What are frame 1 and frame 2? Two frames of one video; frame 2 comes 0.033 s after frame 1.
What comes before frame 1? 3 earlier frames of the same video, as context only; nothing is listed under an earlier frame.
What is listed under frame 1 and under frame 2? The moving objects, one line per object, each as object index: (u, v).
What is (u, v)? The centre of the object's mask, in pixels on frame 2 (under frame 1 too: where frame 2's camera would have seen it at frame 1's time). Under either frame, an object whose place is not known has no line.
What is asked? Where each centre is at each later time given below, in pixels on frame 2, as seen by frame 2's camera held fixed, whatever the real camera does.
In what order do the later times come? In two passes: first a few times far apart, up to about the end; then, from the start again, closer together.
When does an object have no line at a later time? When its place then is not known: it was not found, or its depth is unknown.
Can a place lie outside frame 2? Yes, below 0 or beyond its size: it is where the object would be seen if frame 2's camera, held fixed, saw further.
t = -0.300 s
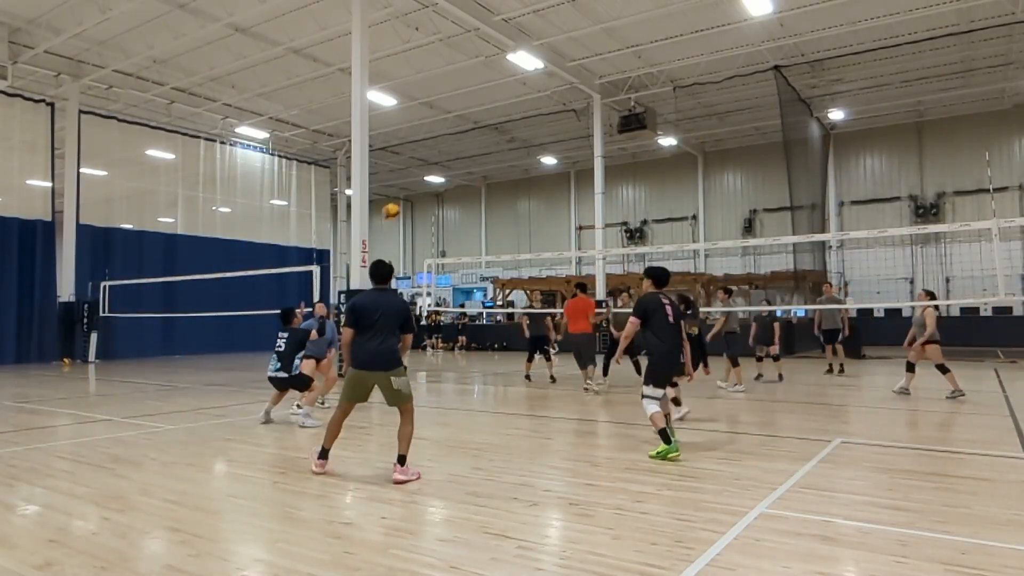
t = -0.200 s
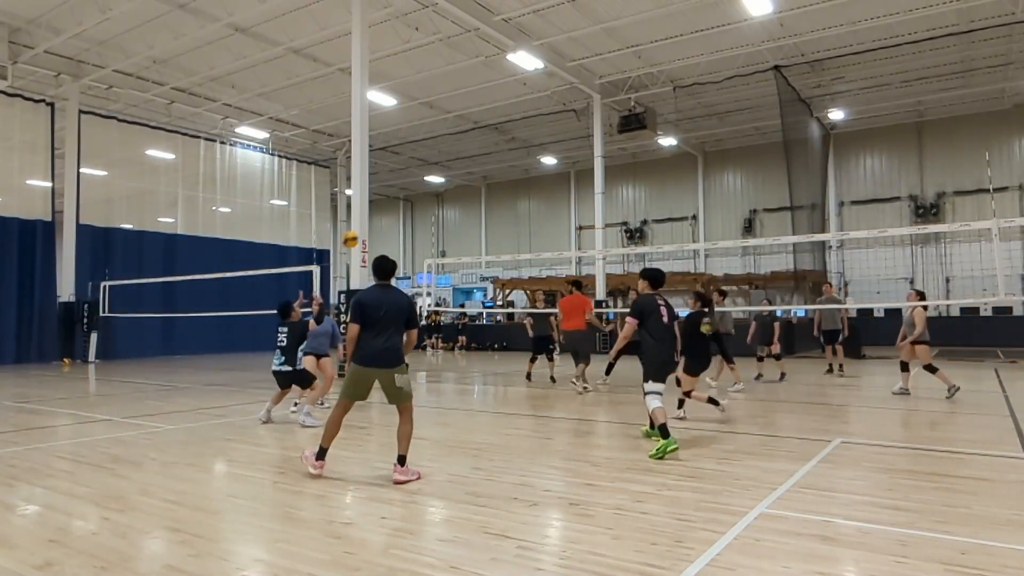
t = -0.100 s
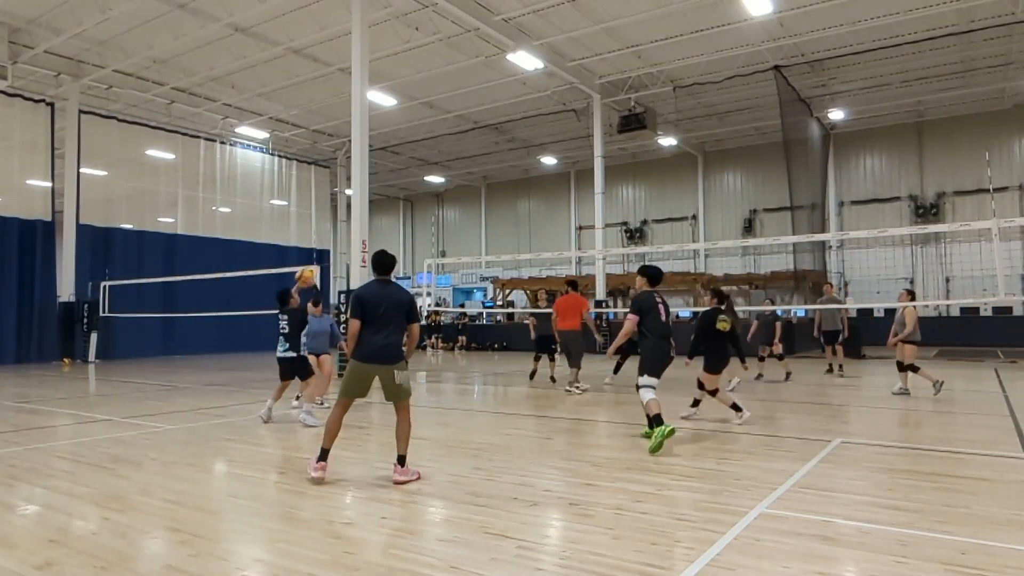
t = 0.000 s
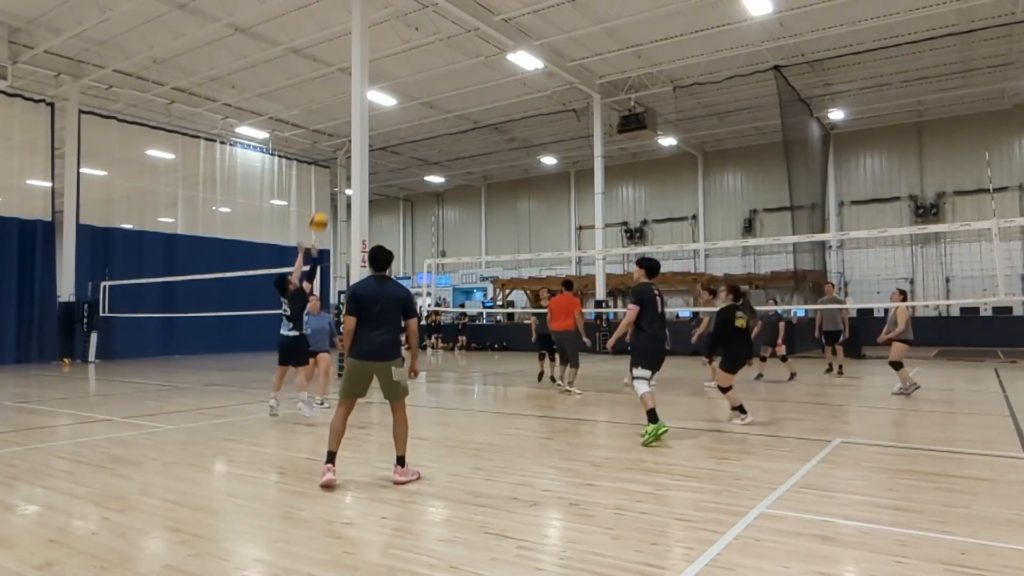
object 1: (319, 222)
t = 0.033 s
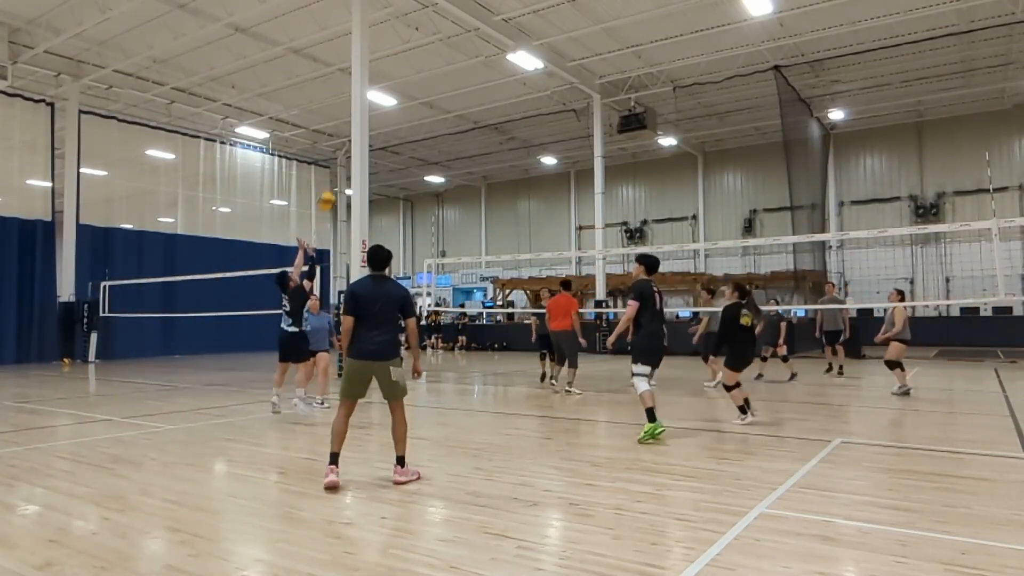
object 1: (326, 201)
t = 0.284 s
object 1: (386, 82)
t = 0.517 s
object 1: (435, 24)
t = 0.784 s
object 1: (489, 10)
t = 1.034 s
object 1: (533, 46)
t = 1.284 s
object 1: (576, 124)
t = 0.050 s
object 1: (331, 191)
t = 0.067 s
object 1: (335, 181)
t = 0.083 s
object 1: (339, 171)
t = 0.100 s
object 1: (342, 162)
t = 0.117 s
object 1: (347, 154)
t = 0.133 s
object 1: (350, 146)
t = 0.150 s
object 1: (355, 137)
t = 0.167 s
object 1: (359, 129)
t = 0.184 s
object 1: (364, 122)
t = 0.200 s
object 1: (367, 115)
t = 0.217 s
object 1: (371, 109)
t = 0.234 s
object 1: (375, 101)
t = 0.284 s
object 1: (386, 82)
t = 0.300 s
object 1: (390, 77)
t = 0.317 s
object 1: (394, 71)
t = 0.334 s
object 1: (397, 66)
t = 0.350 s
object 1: (401, 60)
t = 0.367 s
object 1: (404, 56)
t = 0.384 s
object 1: (407, 50)
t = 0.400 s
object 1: (411, 46)
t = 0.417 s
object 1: (414, 42)
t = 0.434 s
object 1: (418, 38)
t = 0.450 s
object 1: (422, 35)
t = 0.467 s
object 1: (425, 32)
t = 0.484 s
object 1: (428, 29)
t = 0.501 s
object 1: (432, 26)
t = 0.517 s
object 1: (435, 24)
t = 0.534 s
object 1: (439, 21)
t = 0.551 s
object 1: (442, 19)
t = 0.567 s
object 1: (445, 17)
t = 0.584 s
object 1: (449, 16)
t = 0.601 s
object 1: (452, 13)
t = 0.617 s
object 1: (455, 12)
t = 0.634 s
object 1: (458, 11)
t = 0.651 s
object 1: (461, 10)
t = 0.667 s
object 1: (465, 9)
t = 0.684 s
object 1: (467, 8)
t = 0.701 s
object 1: (471, 8)
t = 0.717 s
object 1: (474, 8)
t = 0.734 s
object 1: (477, 8)
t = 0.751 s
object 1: (481, 8)
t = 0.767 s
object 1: (484, 8)
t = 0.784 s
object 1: (489, 10)
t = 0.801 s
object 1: (493, 11)
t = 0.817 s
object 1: (495, 12)
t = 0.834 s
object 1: (498, 14)
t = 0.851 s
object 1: (502, 16)
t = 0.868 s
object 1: (505, 18)
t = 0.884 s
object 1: (507, 20)
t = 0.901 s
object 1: (510, 22)
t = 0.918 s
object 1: (512, 24)
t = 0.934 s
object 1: (516, 27)
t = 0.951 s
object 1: (519, 30)
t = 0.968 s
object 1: (521, 33)
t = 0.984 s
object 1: (524, 37)
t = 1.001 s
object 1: (527, 40)
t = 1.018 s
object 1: (530, 43)
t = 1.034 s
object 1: (533, 46)
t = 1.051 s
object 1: (538, 50)
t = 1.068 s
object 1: (540, 53)
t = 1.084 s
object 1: (544, 60)
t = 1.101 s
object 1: (547, 65)
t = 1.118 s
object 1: (549, 69)
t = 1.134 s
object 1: (552, 74)
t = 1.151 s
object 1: (555, 79)
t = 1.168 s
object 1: (557, 84)
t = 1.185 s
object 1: (560, 89)
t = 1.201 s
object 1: (562, 94)
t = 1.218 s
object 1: (565, 100)
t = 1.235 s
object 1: (567, 106)
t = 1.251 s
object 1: (570, 111)
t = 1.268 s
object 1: (573, 118)
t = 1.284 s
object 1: (576, 124)
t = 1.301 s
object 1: (578, 131)
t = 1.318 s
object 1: (581, 138)
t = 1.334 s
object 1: (584, 145)
